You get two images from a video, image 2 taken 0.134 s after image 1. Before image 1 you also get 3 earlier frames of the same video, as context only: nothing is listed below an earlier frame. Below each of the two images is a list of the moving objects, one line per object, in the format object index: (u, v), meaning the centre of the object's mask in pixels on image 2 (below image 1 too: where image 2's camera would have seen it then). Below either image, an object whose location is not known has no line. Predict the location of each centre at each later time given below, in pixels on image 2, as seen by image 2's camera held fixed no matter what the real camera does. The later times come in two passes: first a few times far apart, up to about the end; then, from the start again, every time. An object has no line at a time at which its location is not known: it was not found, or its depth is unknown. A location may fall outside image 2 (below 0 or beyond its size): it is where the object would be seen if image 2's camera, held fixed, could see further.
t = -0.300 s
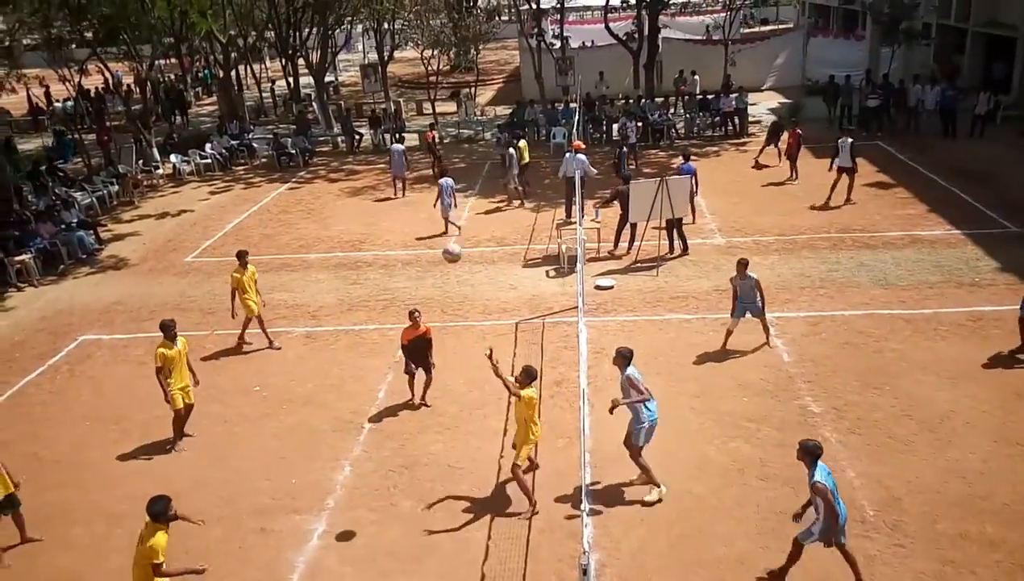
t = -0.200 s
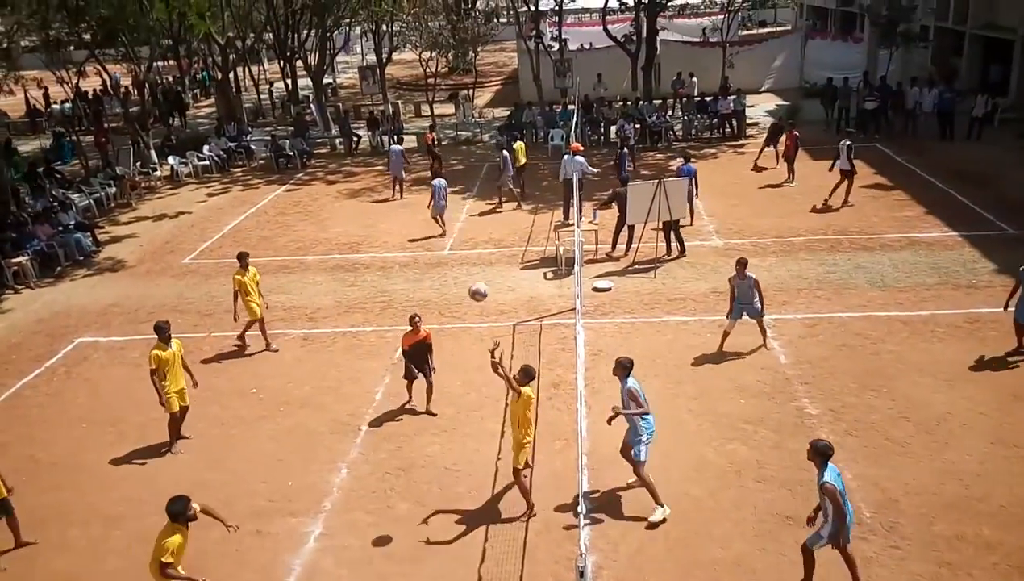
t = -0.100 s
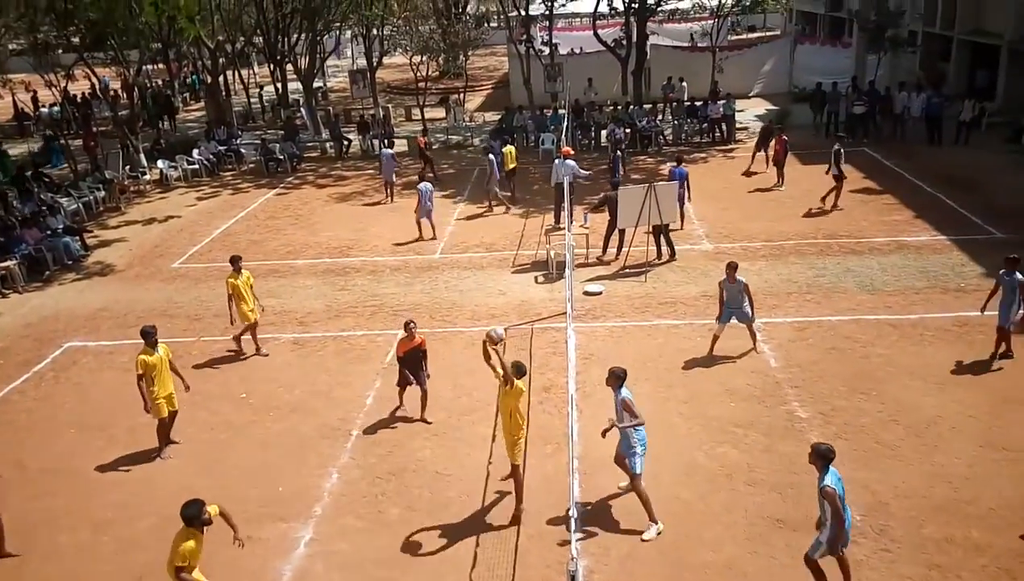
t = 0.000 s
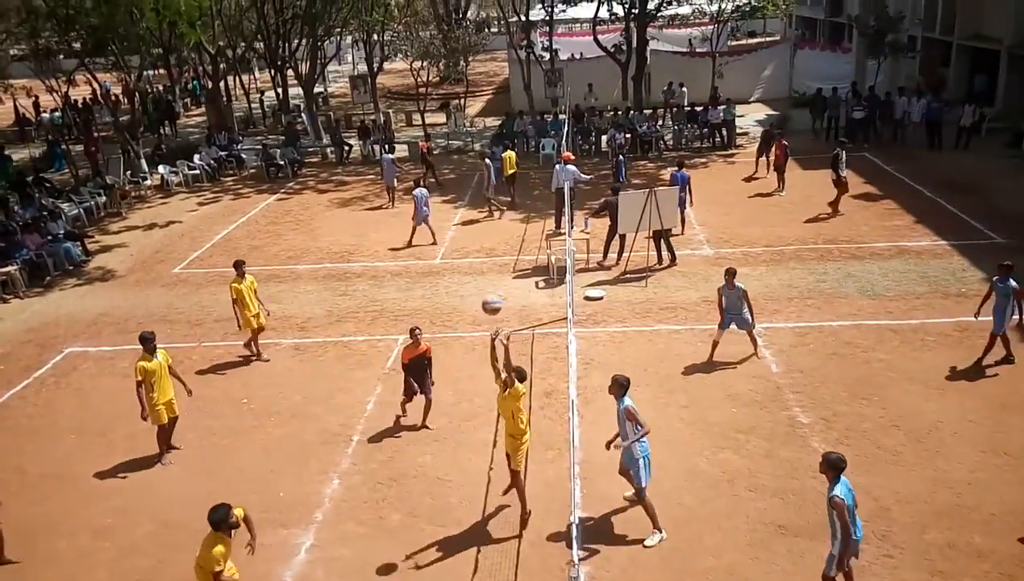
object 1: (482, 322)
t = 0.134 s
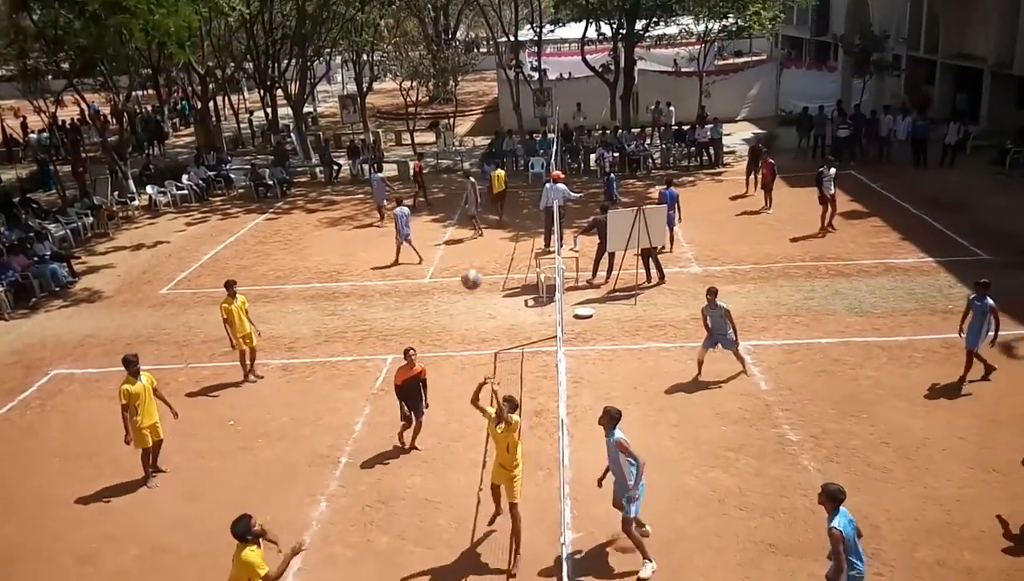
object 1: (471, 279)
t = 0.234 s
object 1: (464, 254)
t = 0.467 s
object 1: (448, 231)
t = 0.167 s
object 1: (469, 270)
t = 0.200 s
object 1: (467, 261)
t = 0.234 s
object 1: (464, 254)
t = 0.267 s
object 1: (462, 247)
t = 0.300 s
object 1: (459, 241)
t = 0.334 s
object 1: (457, 237)
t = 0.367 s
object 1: (454, 234)
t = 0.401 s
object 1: (452, 232)
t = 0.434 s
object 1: (450, 232)
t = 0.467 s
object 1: (448, 231)
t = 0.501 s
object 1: (446, 233)
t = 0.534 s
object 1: (444, 235)
